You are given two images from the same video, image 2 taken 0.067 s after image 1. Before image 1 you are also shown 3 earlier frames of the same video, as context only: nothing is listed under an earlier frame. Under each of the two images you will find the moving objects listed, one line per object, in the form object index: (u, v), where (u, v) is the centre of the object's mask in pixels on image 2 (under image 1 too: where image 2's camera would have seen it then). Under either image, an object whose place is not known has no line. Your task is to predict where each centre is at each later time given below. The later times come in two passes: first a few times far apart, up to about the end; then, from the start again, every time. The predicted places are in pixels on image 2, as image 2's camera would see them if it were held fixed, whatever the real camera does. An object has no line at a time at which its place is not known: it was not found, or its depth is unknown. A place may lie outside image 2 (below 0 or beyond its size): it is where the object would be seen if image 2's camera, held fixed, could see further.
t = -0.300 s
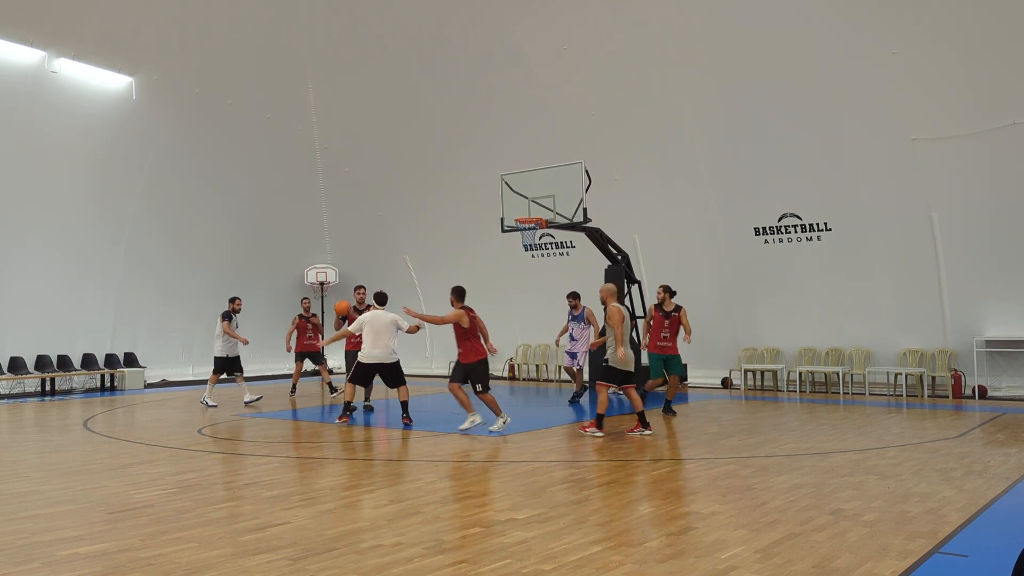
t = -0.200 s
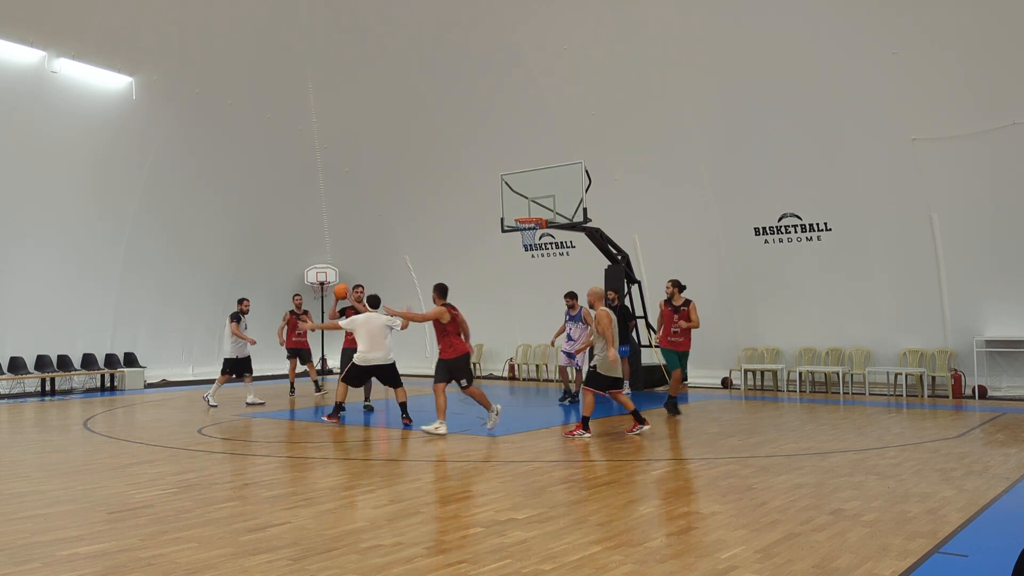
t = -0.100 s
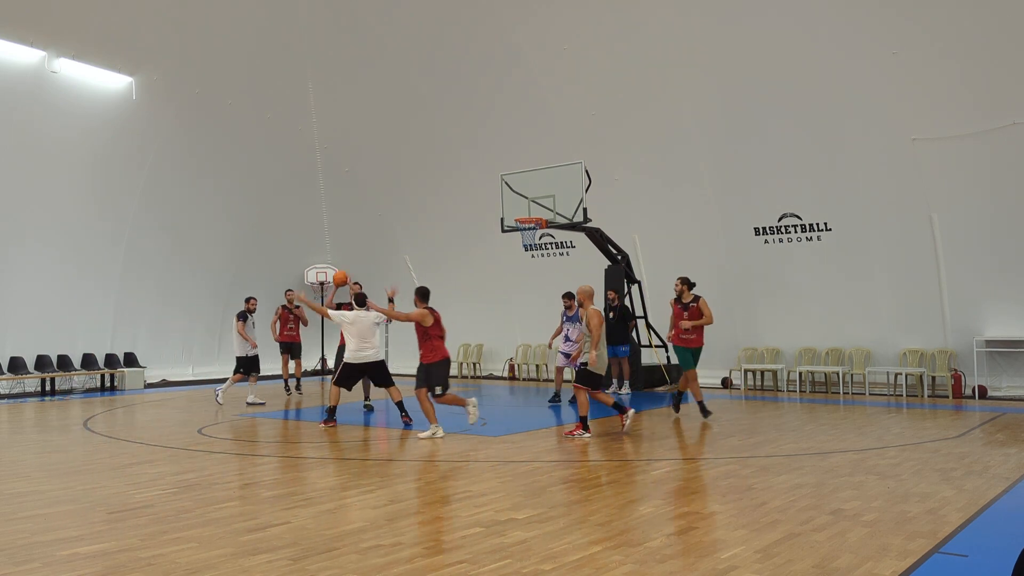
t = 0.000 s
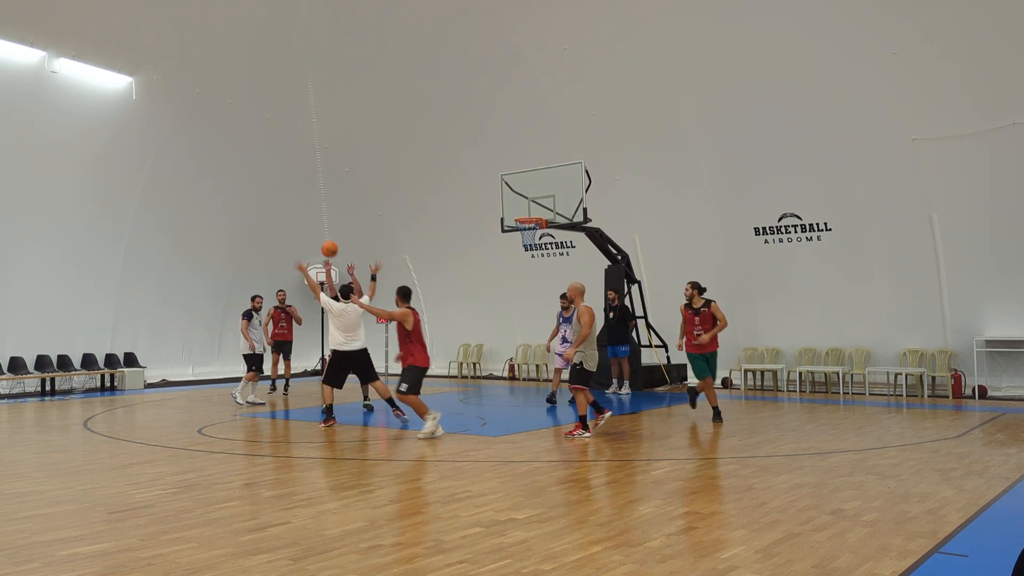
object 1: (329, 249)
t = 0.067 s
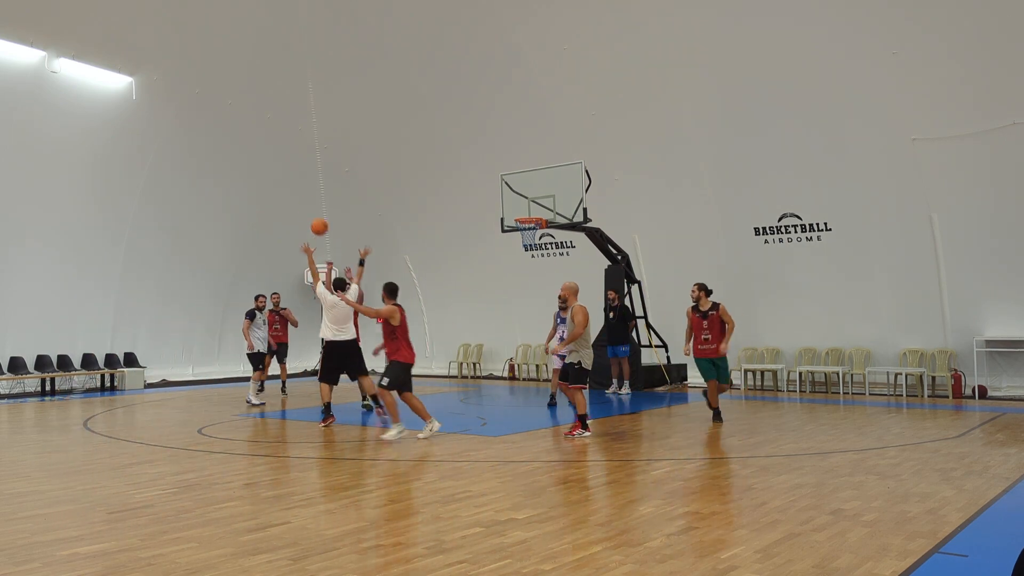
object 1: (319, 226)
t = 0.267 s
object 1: (286, 173)
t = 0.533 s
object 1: (236, 139)
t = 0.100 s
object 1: (314, 216)
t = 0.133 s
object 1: (309, 206)
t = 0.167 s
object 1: (303, 197)
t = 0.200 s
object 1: (298, 188)
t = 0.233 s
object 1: (292, 180)
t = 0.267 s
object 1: (286, 173)
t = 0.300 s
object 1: (281, 166)
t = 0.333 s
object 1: (275, 160)
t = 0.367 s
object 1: (269, 155)
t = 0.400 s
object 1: (262, 150)
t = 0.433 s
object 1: (256, 146)
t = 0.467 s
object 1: (250, 143)
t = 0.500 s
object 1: (243, 140)
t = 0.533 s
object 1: (236, 139)
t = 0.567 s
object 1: (230, 138)
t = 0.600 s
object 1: (222, 138)
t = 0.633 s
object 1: (215, 139)
